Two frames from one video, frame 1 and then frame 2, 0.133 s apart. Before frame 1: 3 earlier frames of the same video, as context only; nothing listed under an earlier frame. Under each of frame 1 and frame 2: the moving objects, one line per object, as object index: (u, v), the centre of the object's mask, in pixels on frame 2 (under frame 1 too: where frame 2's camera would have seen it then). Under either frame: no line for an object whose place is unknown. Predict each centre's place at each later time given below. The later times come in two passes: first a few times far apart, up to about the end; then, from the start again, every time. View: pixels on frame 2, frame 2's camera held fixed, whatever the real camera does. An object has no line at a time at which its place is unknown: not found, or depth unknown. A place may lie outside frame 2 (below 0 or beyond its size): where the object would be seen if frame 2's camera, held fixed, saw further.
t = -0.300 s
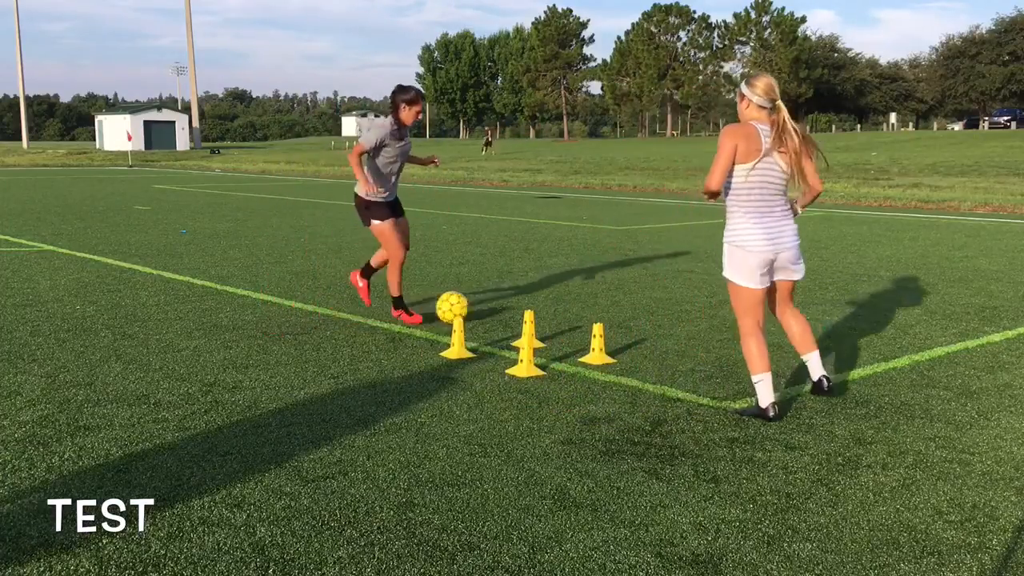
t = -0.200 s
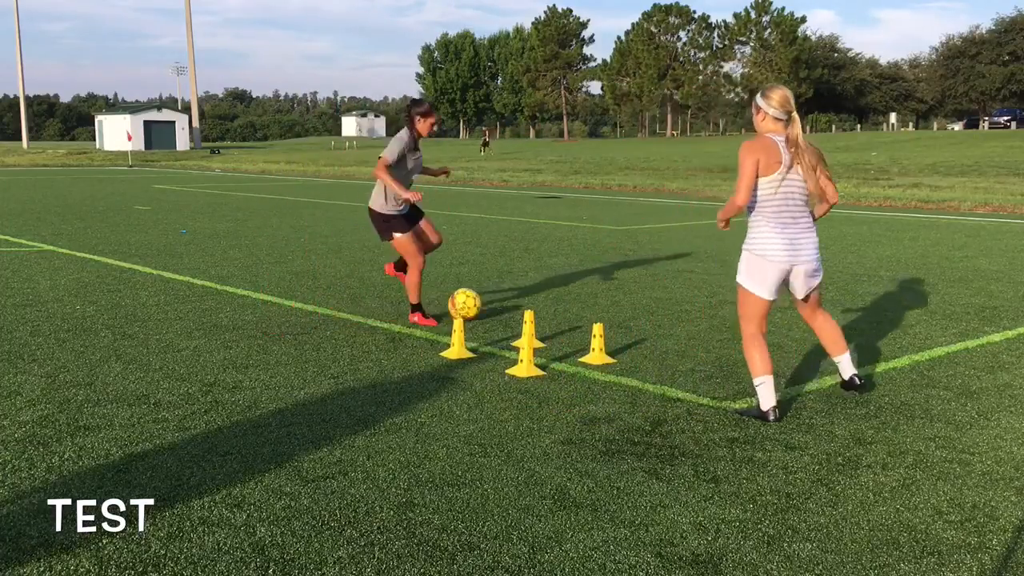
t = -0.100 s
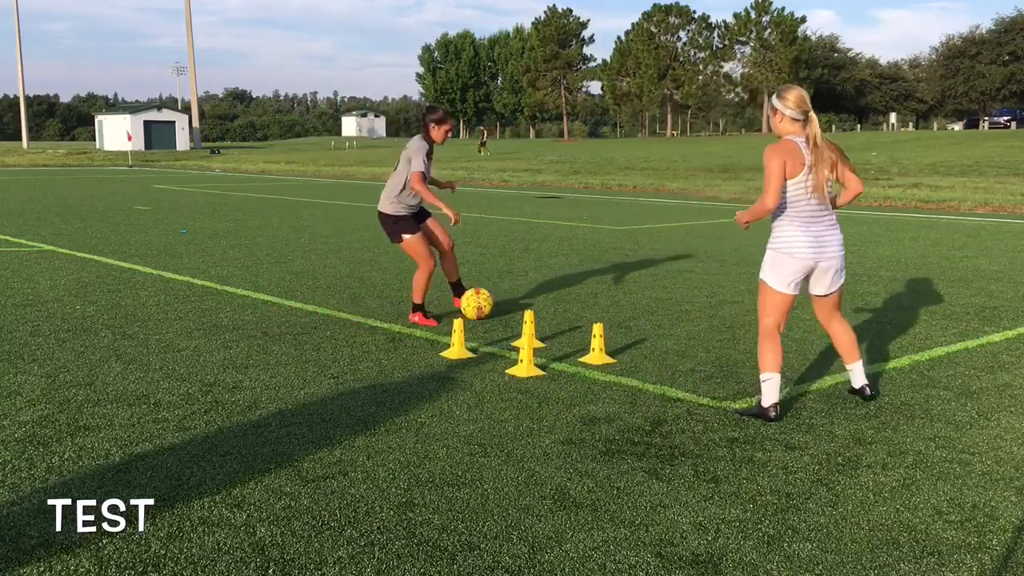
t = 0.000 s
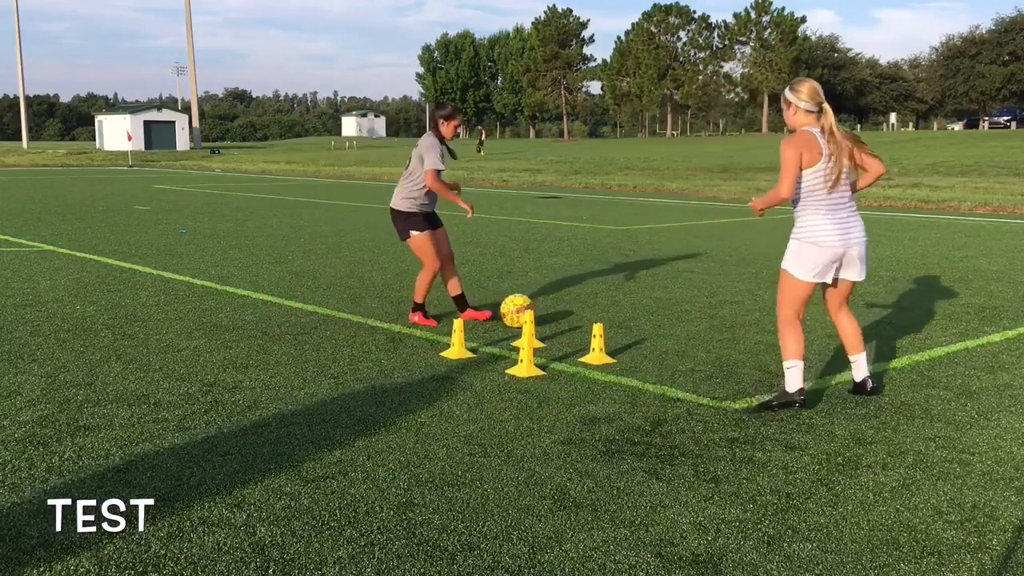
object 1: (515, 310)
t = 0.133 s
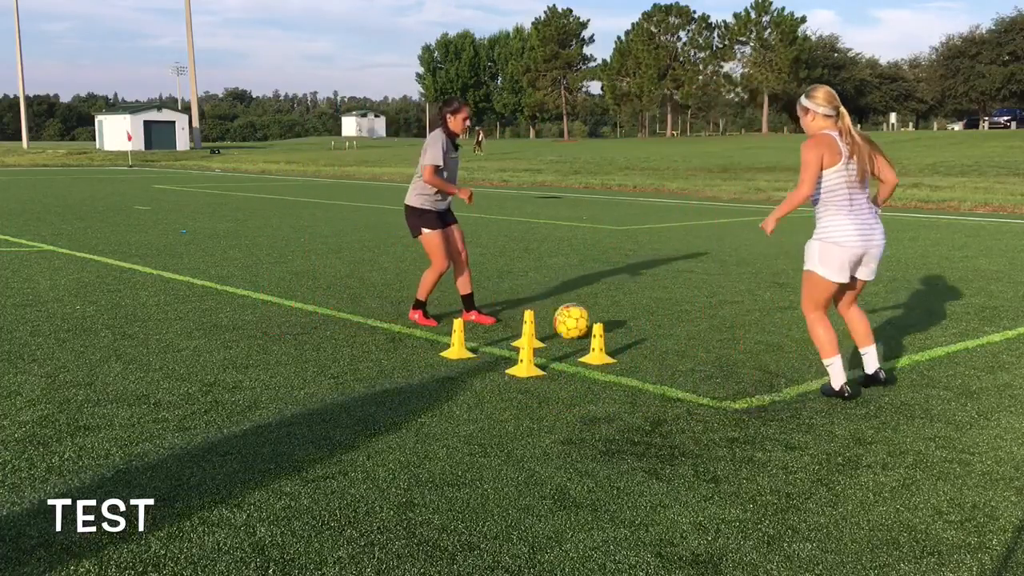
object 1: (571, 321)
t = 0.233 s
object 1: (615, 326)
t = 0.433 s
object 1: (693, 344)
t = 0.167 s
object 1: (583, 324)
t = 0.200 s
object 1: (598, 322)
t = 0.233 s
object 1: (615, 326)
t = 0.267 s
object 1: (625, 330)
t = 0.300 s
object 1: (639, 335)
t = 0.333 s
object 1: (653, 338)
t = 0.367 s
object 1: (666, 339)
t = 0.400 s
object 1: (680, 341)
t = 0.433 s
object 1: (693, 344)
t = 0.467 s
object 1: (707, 347)
